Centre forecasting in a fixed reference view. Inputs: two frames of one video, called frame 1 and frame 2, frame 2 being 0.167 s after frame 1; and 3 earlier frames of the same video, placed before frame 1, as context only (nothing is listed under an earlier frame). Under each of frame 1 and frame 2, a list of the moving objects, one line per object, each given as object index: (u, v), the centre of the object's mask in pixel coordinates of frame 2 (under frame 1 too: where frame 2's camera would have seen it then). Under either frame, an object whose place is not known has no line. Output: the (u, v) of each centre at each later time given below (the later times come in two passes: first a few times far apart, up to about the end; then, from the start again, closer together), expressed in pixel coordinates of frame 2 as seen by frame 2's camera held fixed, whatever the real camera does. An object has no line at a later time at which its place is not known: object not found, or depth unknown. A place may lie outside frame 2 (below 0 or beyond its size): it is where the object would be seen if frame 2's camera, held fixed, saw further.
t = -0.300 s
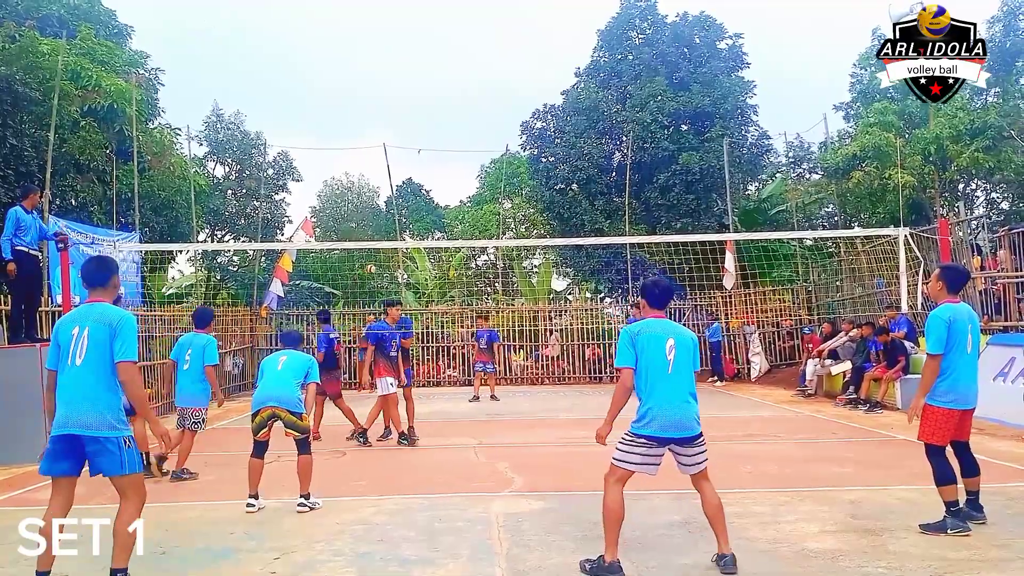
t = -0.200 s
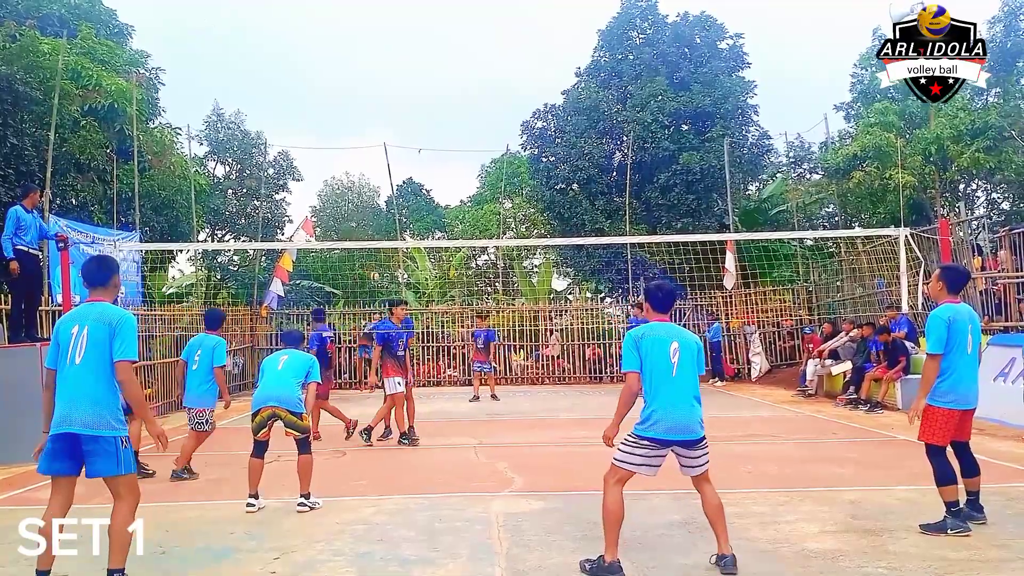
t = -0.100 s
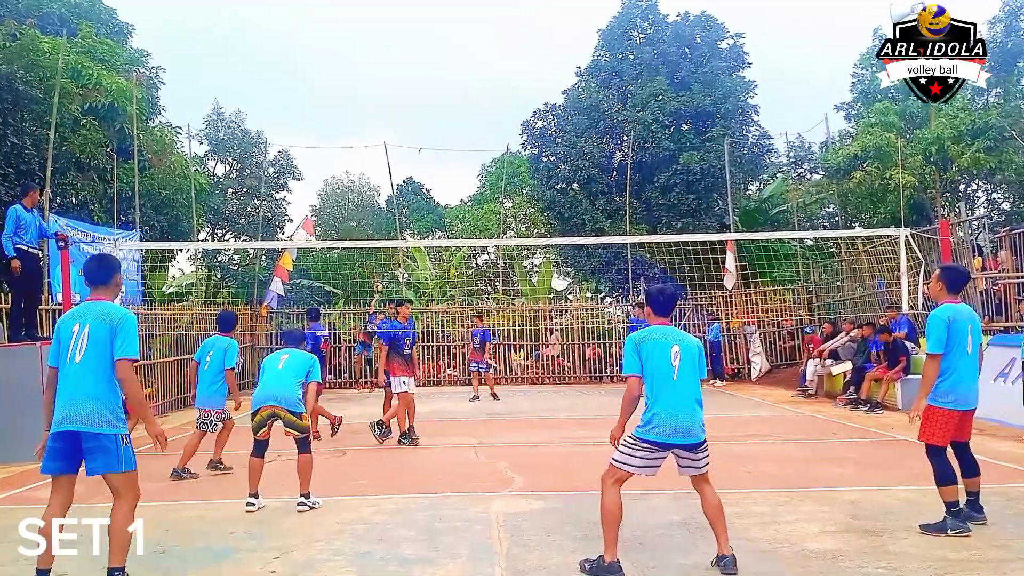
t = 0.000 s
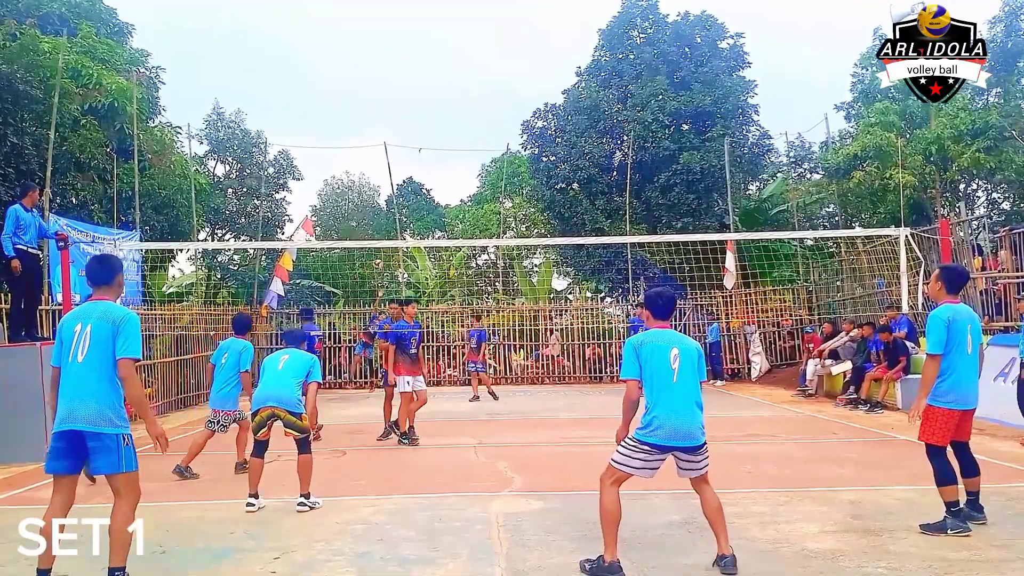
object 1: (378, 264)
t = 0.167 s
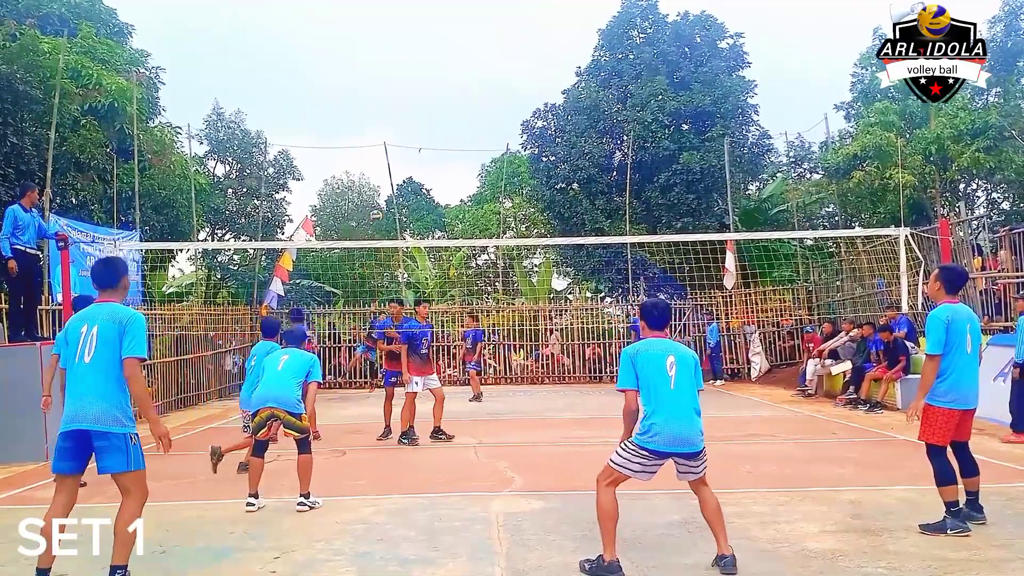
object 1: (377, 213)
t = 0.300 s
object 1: (374, 180)
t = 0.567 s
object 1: (364, 119)
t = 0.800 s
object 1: (351, 97)
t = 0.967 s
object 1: (333, 119)
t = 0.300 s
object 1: (374, 180)
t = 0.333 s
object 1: (373, 170)
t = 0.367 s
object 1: (372, 161)
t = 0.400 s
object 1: (371, 154)
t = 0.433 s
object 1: (370, 146)
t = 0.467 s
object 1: (369, 139)
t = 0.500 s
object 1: (367, 131)
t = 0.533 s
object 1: (366, 125)
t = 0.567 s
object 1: (364, 119)
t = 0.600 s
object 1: (362, 113)
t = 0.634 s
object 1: (361, 108)
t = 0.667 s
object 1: (359, 104)
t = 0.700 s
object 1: (357, 101)
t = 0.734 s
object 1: (355, 98)
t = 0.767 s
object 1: (353, 97)
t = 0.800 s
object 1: (351, 97)
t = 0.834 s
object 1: (348, 98)
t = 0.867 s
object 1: (345, 100)
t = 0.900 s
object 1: (341, 104)
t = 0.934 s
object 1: (337, 111)
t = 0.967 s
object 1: (333, 119)
